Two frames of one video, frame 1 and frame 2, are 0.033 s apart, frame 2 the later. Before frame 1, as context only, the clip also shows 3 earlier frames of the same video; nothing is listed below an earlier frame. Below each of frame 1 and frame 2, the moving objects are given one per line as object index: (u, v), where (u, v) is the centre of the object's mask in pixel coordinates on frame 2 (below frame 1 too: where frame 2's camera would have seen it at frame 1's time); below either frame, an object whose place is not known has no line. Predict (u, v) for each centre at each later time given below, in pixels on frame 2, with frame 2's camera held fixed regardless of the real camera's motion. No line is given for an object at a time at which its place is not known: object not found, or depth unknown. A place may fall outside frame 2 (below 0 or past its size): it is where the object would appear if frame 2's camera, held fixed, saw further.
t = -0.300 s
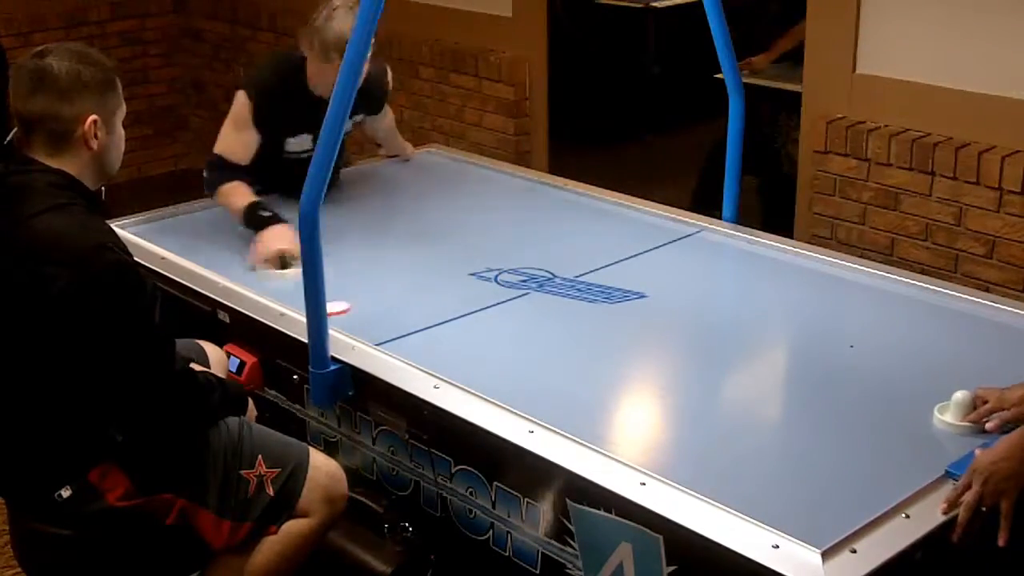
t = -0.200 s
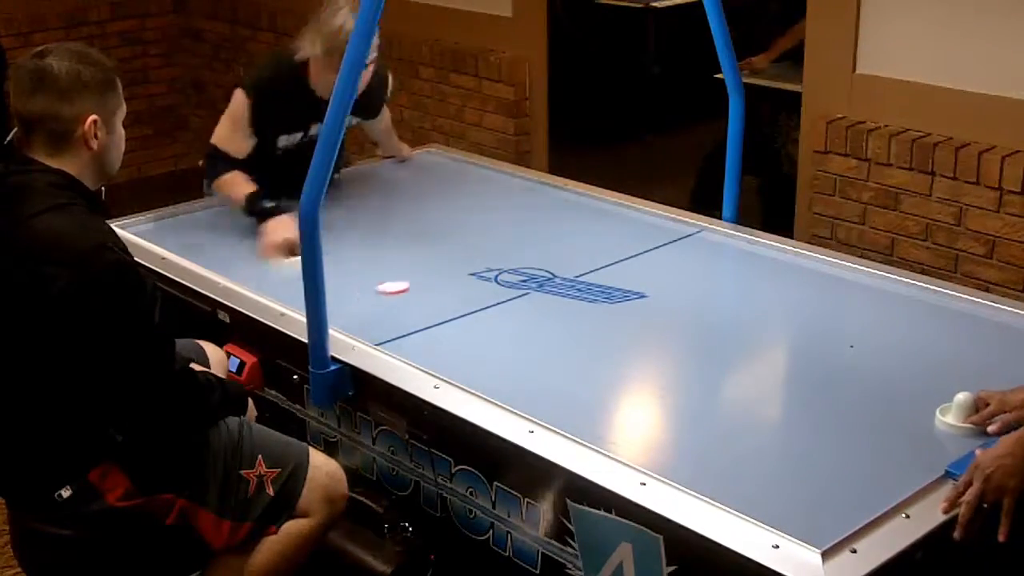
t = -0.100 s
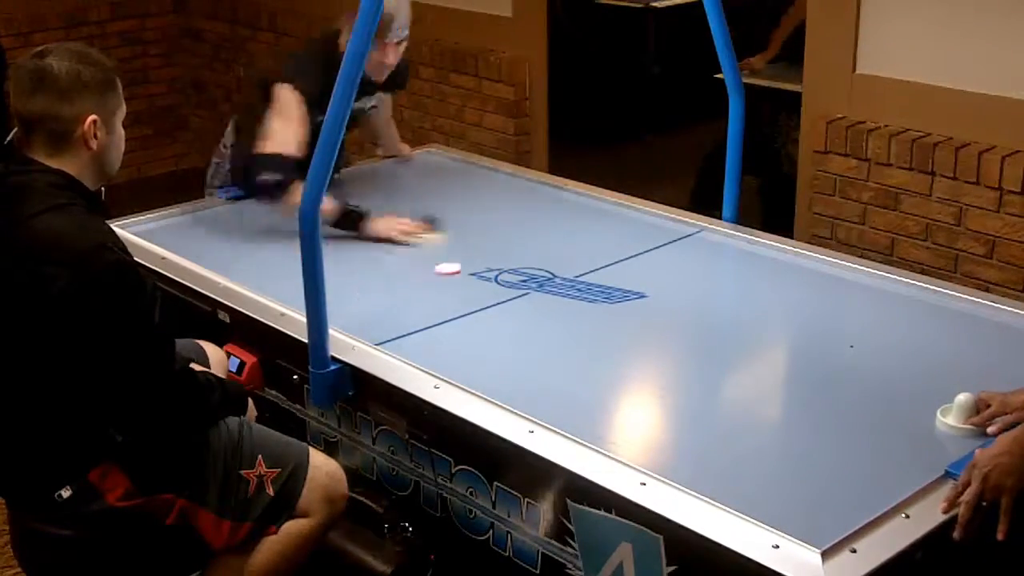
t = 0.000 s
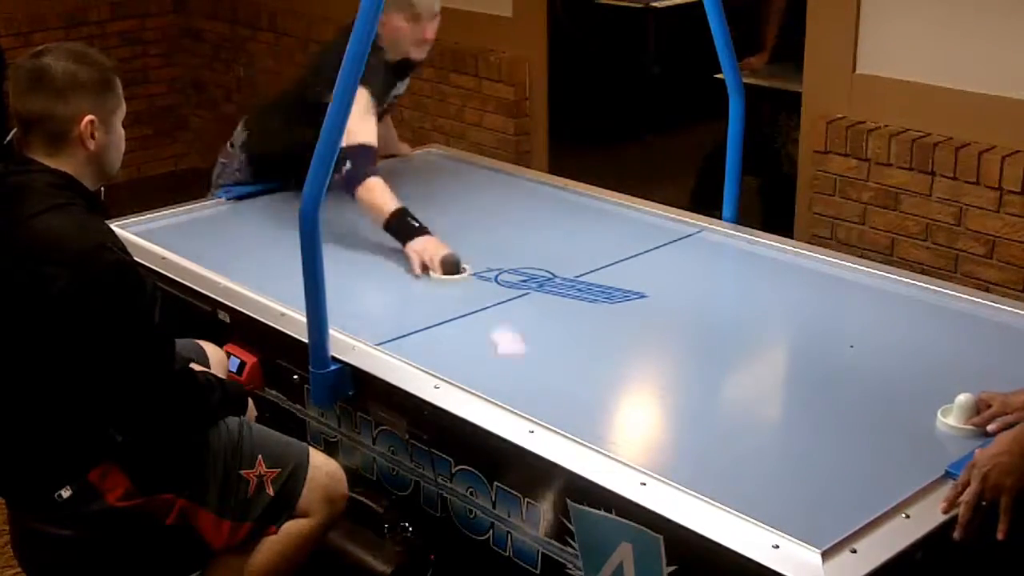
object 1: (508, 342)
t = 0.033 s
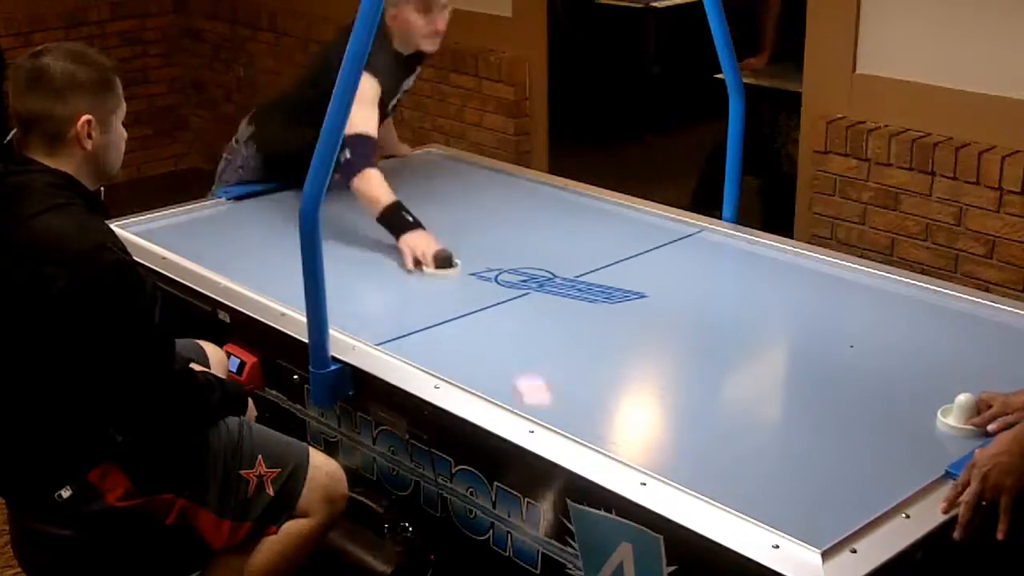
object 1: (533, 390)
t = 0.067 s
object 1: (598, 427)
